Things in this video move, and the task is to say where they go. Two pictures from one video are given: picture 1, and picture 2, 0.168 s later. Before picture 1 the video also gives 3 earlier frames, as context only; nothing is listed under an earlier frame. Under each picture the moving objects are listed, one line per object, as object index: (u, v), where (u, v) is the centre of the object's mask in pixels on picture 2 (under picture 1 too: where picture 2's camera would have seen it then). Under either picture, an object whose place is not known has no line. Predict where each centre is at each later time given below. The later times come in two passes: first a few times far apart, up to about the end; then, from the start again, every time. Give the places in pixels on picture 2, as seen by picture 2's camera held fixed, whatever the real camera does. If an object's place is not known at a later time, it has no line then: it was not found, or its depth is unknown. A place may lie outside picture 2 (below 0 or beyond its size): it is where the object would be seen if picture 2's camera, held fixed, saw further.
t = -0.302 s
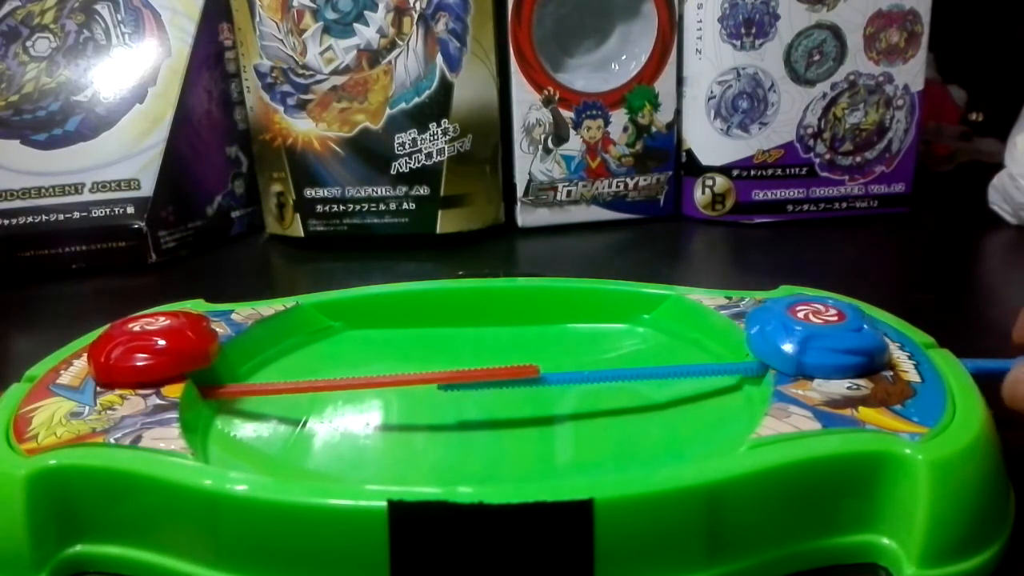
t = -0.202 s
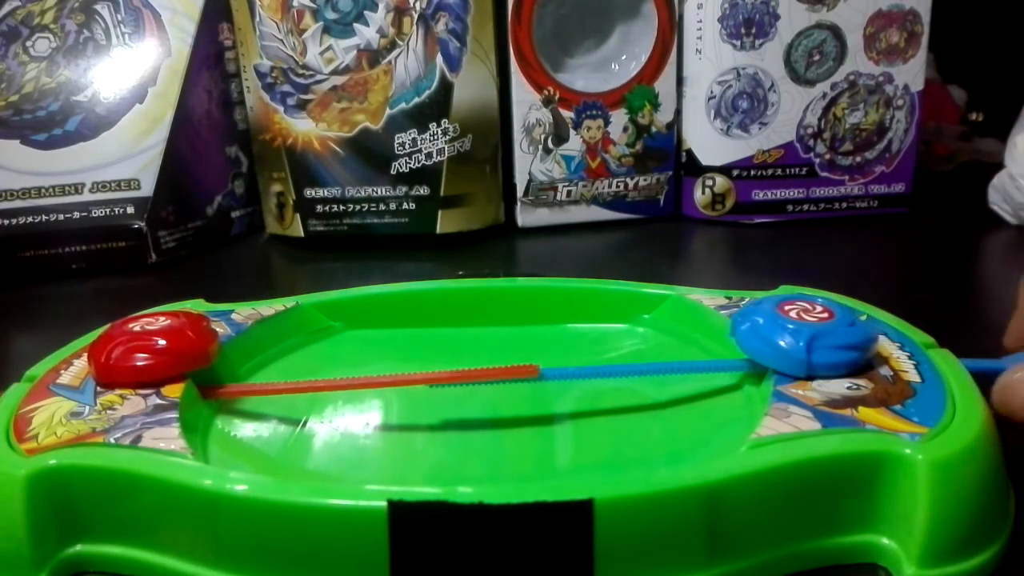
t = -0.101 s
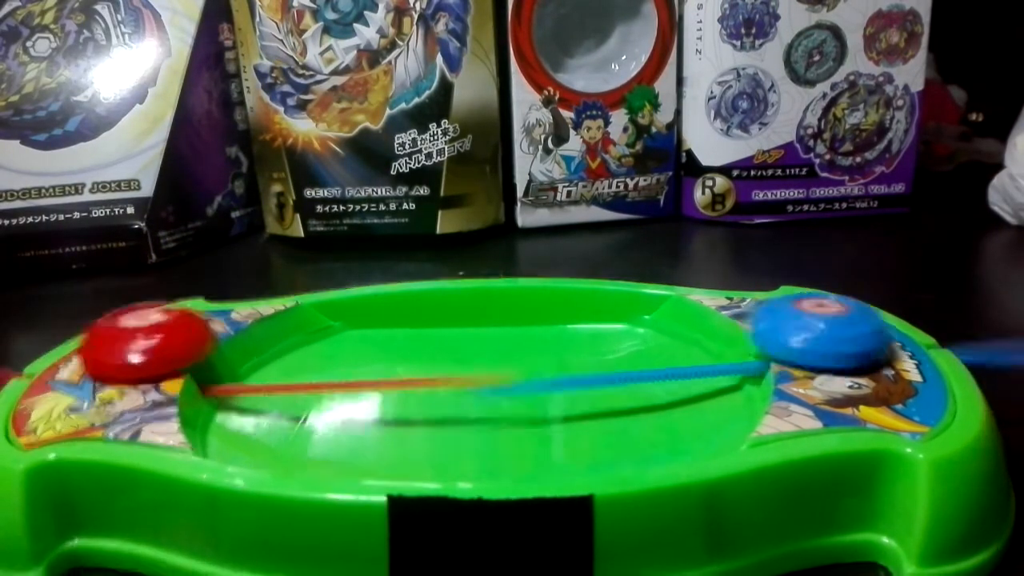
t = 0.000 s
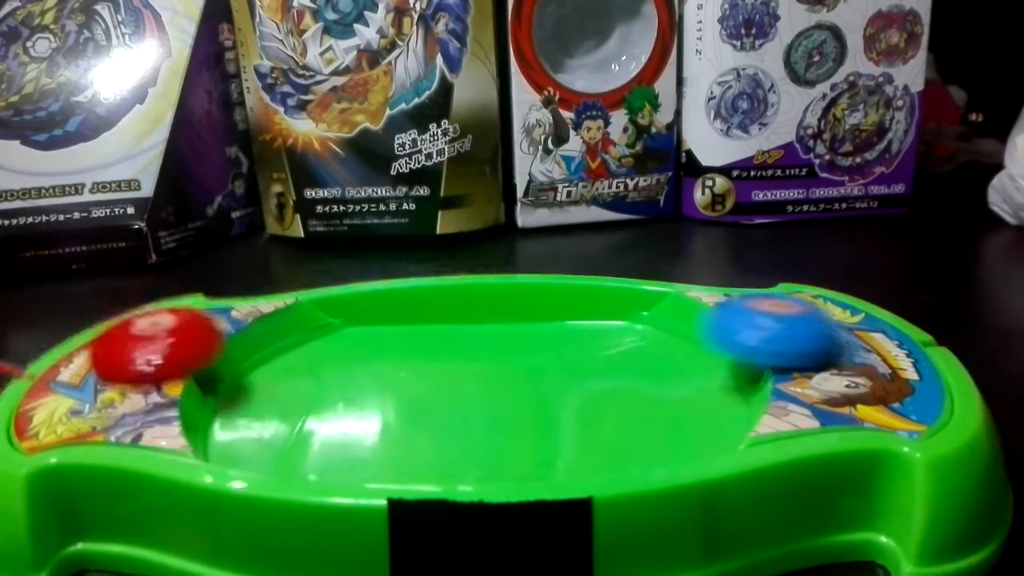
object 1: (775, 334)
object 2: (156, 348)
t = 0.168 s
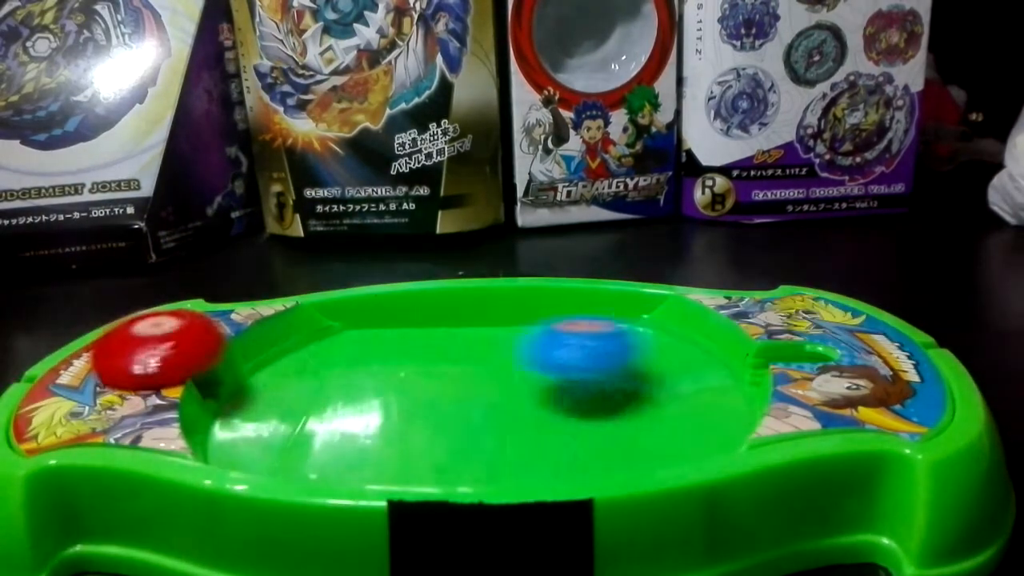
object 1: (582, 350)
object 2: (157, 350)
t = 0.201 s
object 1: (550, 347)
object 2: (162, 350)
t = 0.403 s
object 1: (430, 356)
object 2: (214, 346)
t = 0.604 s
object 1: (611, 325)
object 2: (232, 373)
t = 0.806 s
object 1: (581, 318)
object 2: (428, 368)
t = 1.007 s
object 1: (545, 316)
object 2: (430, 373)
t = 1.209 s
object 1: (548, 326)
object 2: (430, 368)
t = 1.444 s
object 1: (540, 340)
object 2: (426, 369)
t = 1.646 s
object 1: (568, 349)
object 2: (406, 373)
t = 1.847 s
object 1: (543, 362)
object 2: (389, 391)
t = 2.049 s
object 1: (518, 368)
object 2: (399, 376)
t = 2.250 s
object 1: (510, 362)
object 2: (382, 387)
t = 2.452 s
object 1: (662, 300)
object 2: (262, 346)
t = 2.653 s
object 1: (562, 317)
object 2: (291, 356)
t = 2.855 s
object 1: (522, 333)
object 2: (413, 429)
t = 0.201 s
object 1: (550, 347)
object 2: (162, 350)
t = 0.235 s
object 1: (524, 348)
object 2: (170, 351)
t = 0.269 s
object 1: (500, 348)
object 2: (186, 349)
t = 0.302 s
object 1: (482, 351)
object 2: (186, 349)
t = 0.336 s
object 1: (464, 353)
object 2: (180, 332)
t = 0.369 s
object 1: (447, 354)
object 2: (185, 333)
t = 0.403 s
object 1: (430, 356)
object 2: (214, 346)
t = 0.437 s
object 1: (412, 357)
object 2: (240, 362)
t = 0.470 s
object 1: (403, 358)
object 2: (251, 373)
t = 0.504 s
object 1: (487, 349)
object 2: (233, 331)
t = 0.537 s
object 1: (552, 340)
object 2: (216, 333)
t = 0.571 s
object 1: (590, 332)
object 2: (209, 362)
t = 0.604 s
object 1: (611, 325)
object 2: (232, 373)
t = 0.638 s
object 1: (617, 318)
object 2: (279, 382)
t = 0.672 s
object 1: (612, 315)
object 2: (324, 382)
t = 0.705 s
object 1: (603, 313)
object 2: (364, 382)
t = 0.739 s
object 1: (595, 316)
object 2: (398, 376)
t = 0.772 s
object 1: (588, 316)
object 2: (419, 369)
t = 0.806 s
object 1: (581, 318)
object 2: (428, 368)
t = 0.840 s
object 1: (571, 316)
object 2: (430, 370)
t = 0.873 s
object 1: (563, 316)
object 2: (430, 371)
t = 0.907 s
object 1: (557, 317)
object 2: (430, 373)
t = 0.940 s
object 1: (551, 316)
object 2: (429, 373)
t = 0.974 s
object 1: (548, 317)
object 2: (429, 373)
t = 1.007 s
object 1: (545, 316)
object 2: (430, 373)
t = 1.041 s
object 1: (545, 317)
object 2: (431, 372)
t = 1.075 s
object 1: (545, 318)
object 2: (431, 369)
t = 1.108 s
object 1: (545, 319)
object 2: (430, 368)
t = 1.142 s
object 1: (546, 322)
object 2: (430, 367)
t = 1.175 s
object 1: (548, 324)
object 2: (429, 366)
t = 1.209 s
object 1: (548, 326)
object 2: (430, 368)
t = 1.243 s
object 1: (547, 329)
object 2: (431, 369)
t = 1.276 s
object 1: (546, 332)
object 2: (432, 371)
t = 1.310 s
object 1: (544, 334)
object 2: (431, 372)
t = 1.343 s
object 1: (541, 336)
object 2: (431, 372)
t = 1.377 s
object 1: (539, 338)
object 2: (432, 372)
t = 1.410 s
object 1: (537, 339)
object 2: (432, 370)
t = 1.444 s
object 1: (540, 340)
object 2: (426, 369)
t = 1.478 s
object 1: (561, 340)
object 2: (406, 367)
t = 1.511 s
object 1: (570, 342)
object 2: (401, 367)
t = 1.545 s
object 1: (572, 344)
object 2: (401, 367)
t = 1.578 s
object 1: (571, 346)
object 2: (404, 370)
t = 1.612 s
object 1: (570, 348)
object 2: (406, 372)
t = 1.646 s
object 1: (568, 349)
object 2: (406, 373)
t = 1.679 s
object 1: (566, 352)
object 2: (406, 376)
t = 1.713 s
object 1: (563, 354)
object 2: (405, 380)
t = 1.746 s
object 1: (559, 355)
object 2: (403, 386)
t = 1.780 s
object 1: (555, 358)
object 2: (397, 389)
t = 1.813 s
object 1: (550, 360)
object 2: (390, 391)
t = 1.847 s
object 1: (543, 362)
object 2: (389, 391)
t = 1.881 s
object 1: (537, 364)
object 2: (395, 390)
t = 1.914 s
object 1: (530, 364)
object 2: (401, 388)
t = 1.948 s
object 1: (524, 365)
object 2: (405, 385)
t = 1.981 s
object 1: (519, 367)
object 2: (406, 382)
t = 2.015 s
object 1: (513, 368)
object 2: (406, 380)
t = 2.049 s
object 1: (518, 368)
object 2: (399, 376)
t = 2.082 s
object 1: (521, 364)
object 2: (387, 379)
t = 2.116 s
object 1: (519, 365)
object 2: (386, 385)
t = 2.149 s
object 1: (518, 364)
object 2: (383, 386)
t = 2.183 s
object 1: (517, 364)
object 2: (380, 388)
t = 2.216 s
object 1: (514, 363)
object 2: (379, 387)
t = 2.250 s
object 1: (510, 362)
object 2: (382, 387)
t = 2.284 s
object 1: (506, 361)
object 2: (385, 385)
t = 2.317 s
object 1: (503, 360)
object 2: (387, 384)
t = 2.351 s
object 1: (549, 348)
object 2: (349, 362)
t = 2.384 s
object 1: (625, 344)
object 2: (288, 366)
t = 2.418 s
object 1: (673, 331)
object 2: (263, 344)
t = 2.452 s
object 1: (662, 300)
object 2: (262, 346)
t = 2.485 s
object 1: (645, 310)
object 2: (262, 349)
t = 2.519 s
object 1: (620, 318)
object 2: (263, 353)
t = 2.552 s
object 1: (592, 317)
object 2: (265, 355)
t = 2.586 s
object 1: (578, 315)
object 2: (271, 356)
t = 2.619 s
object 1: (569, 315)
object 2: (280, 356)
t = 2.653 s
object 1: (562, 317)
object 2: (291, 356)
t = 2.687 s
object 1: (555, 320)
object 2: (302, 359)
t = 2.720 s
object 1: (548, 322)
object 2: (316, 364)
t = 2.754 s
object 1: (541, 325)
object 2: (341, 379)
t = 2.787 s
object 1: (534, 328)
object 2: (380, 418)
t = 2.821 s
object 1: (528, 331)
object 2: (392, 427)
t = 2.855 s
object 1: (522, 333)
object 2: (413, 429)
